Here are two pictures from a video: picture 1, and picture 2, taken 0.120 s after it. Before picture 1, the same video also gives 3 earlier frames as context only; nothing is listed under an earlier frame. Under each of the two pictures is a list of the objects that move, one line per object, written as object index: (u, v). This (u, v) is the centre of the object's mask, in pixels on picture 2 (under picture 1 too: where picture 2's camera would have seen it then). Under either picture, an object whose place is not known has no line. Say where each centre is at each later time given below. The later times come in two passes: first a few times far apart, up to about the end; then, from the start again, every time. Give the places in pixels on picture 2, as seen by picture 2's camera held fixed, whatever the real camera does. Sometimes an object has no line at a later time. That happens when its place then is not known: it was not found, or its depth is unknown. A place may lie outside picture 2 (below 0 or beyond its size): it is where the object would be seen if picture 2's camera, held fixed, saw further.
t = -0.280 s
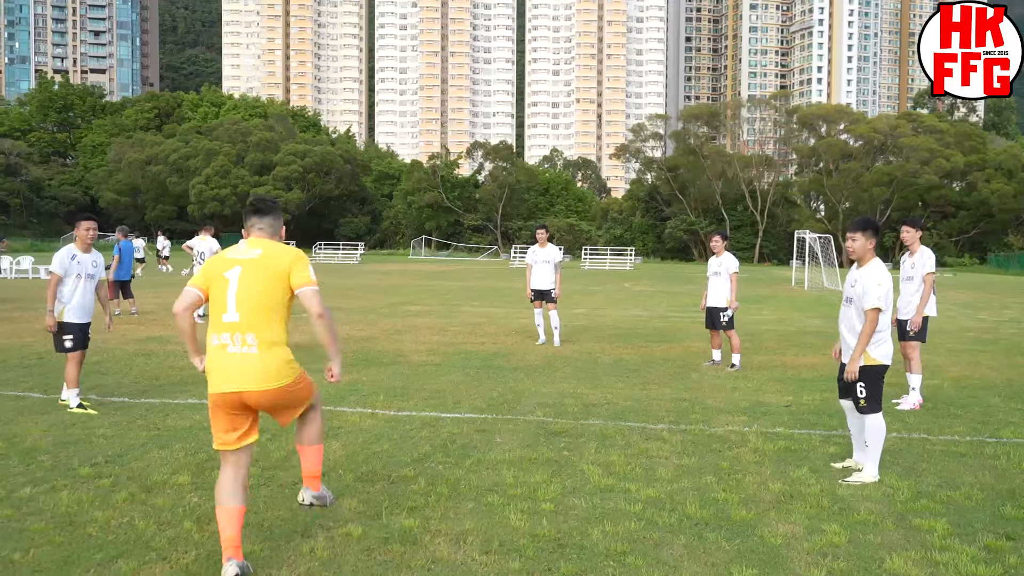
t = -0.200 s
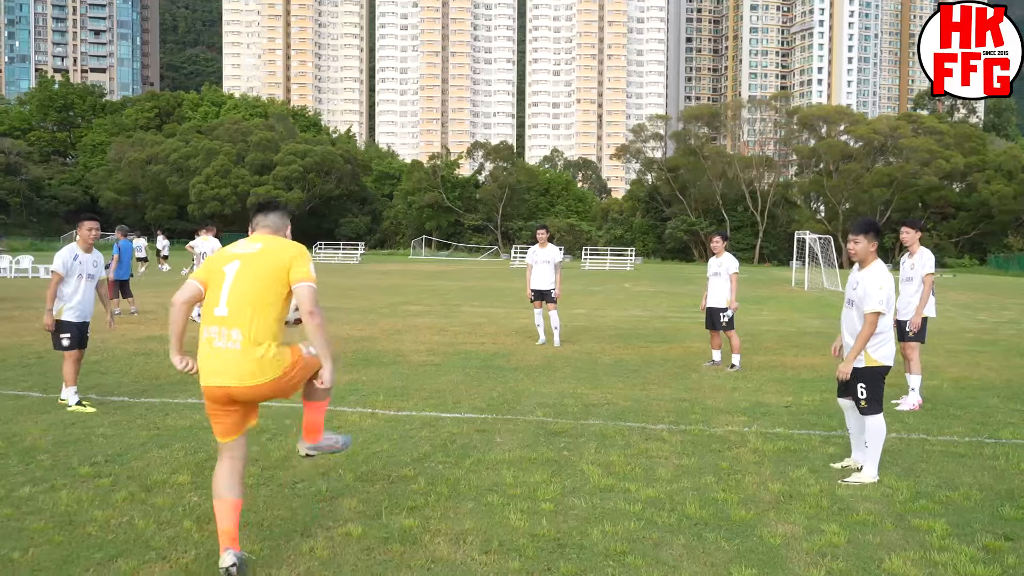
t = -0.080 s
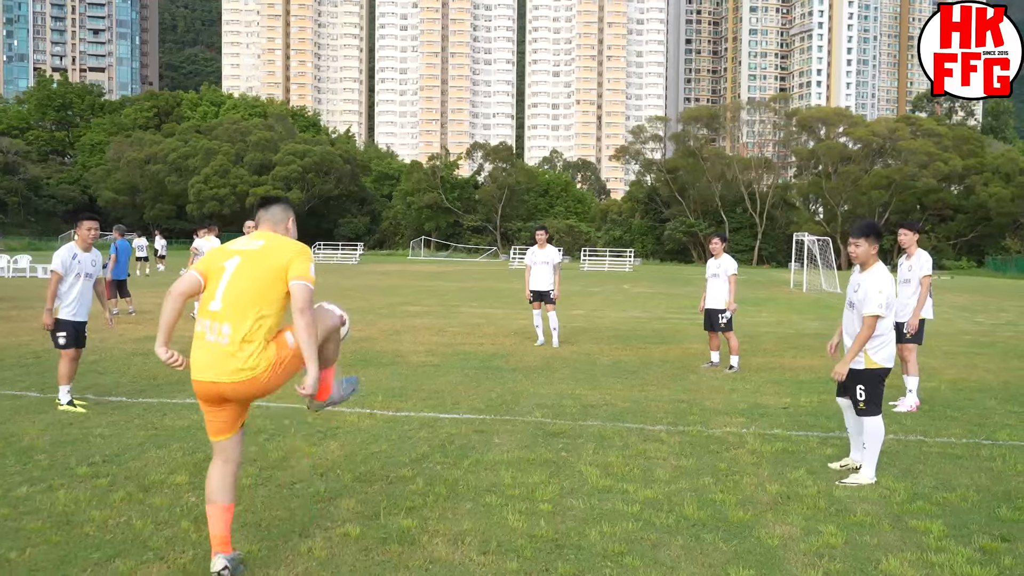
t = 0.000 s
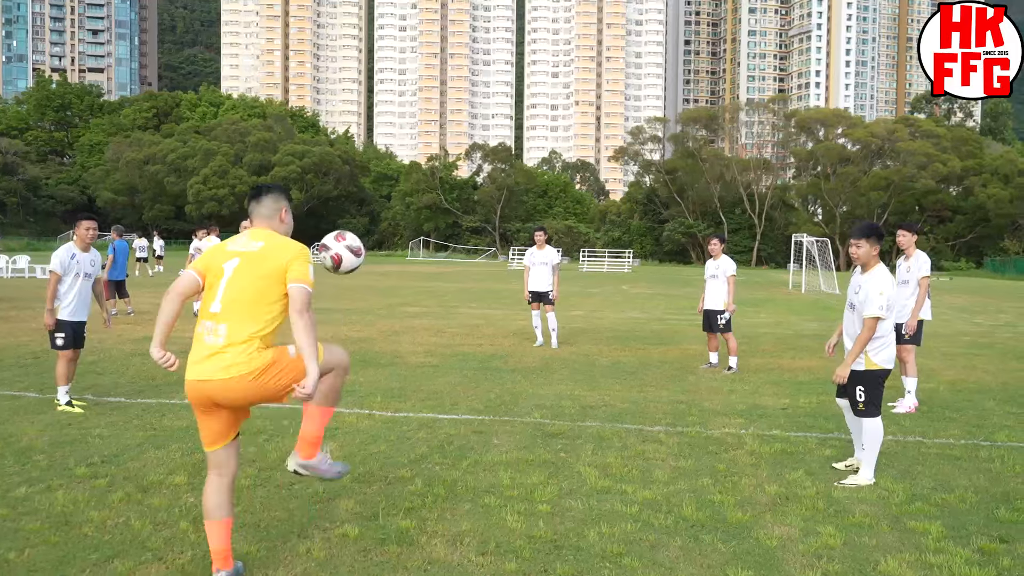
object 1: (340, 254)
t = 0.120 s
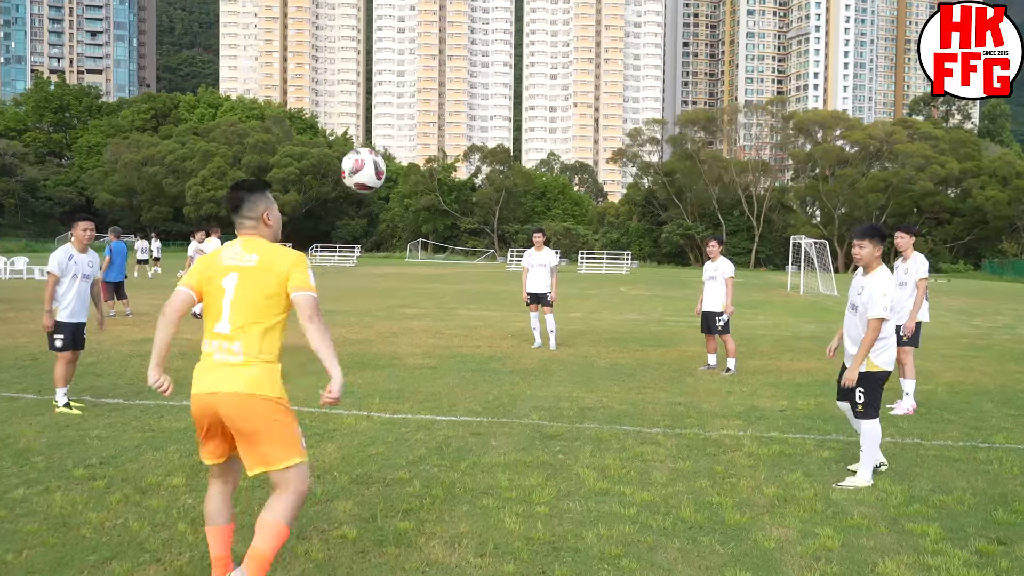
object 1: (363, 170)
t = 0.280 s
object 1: (393, 104)
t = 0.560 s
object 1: (439, 109)
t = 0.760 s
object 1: (469, 207)
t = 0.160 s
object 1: (371, 148)
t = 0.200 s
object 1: (378, 130)
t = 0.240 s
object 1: (385, 115)
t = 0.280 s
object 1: (393, 104)
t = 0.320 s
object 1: (399, 96)
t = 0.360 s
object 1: (406, 90)
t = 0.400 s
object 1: (413, 87)
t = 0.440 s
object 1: (419, 88)
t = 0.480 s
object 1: (425, 92)
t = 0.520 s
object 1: (432, 99)
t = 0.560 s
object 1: (439, 109)
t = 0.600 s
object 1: (445, 123)
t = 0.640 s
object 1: (451, 139)
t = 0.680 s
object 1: (457, 160)
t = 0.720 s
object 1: (463, 182)
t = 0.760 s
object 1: (469, 207)
